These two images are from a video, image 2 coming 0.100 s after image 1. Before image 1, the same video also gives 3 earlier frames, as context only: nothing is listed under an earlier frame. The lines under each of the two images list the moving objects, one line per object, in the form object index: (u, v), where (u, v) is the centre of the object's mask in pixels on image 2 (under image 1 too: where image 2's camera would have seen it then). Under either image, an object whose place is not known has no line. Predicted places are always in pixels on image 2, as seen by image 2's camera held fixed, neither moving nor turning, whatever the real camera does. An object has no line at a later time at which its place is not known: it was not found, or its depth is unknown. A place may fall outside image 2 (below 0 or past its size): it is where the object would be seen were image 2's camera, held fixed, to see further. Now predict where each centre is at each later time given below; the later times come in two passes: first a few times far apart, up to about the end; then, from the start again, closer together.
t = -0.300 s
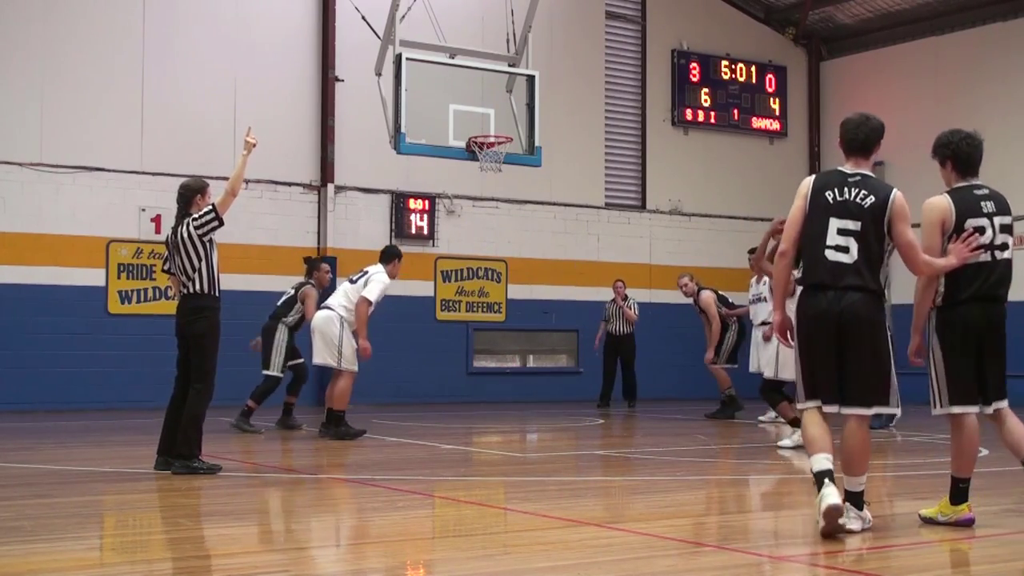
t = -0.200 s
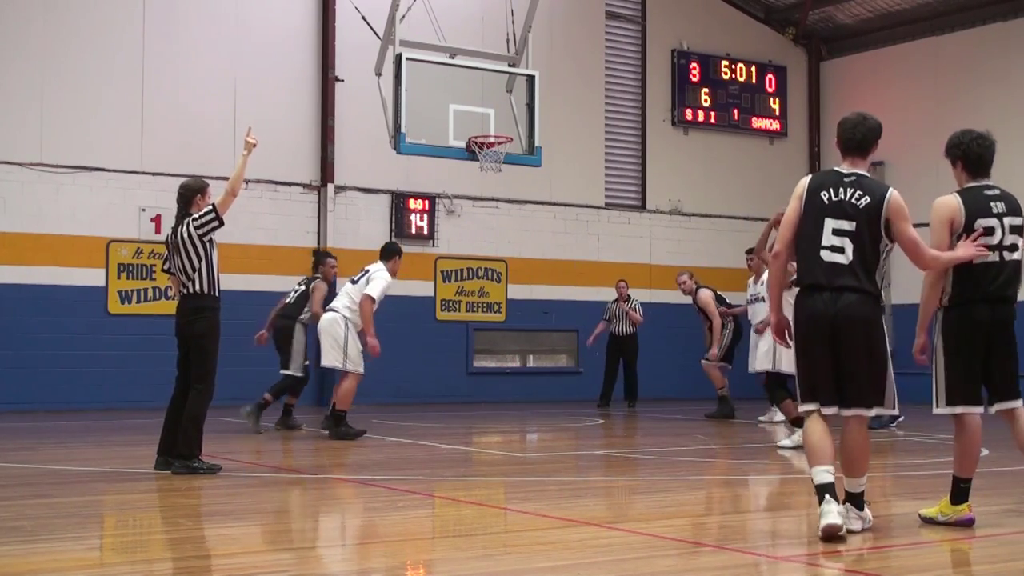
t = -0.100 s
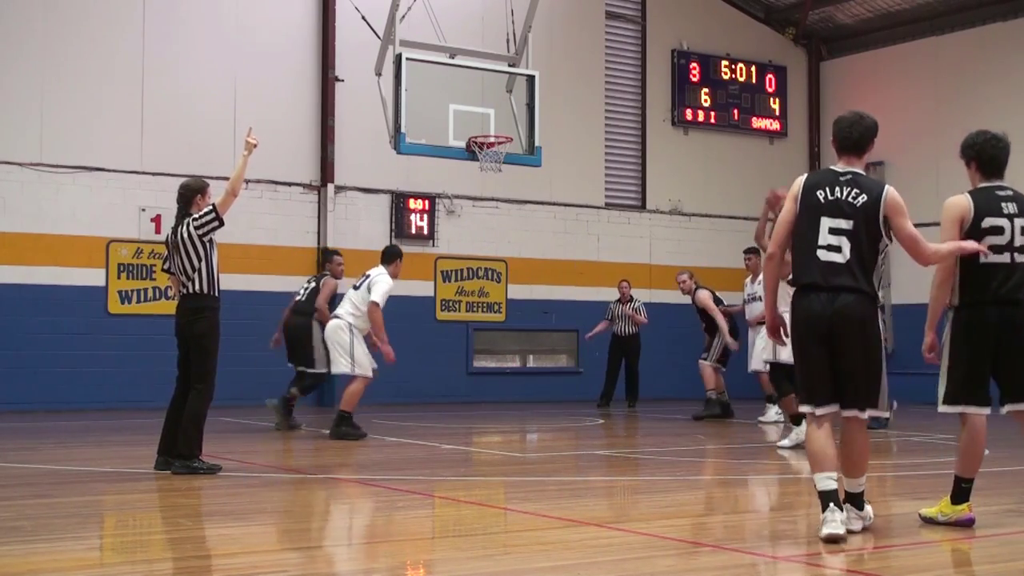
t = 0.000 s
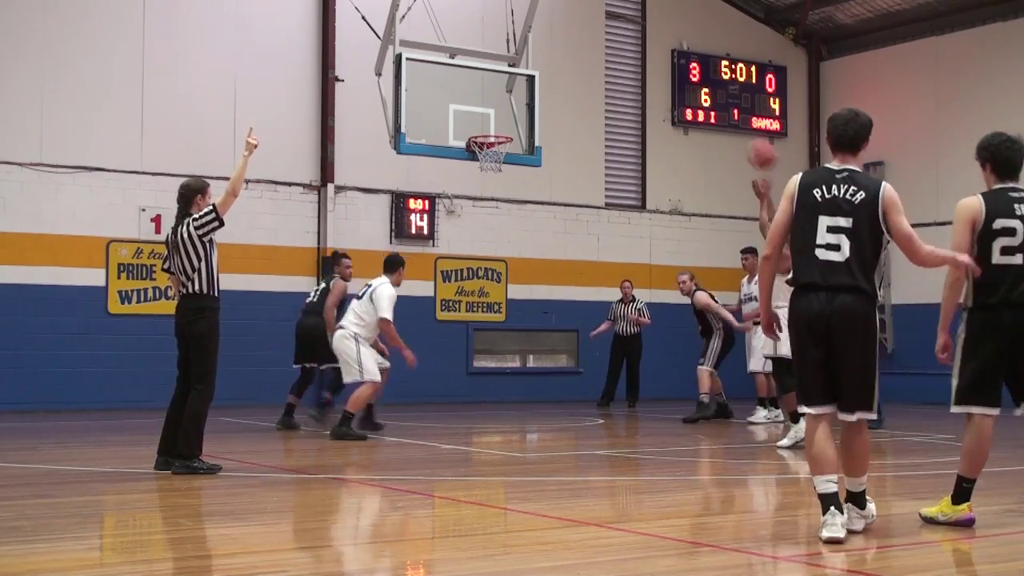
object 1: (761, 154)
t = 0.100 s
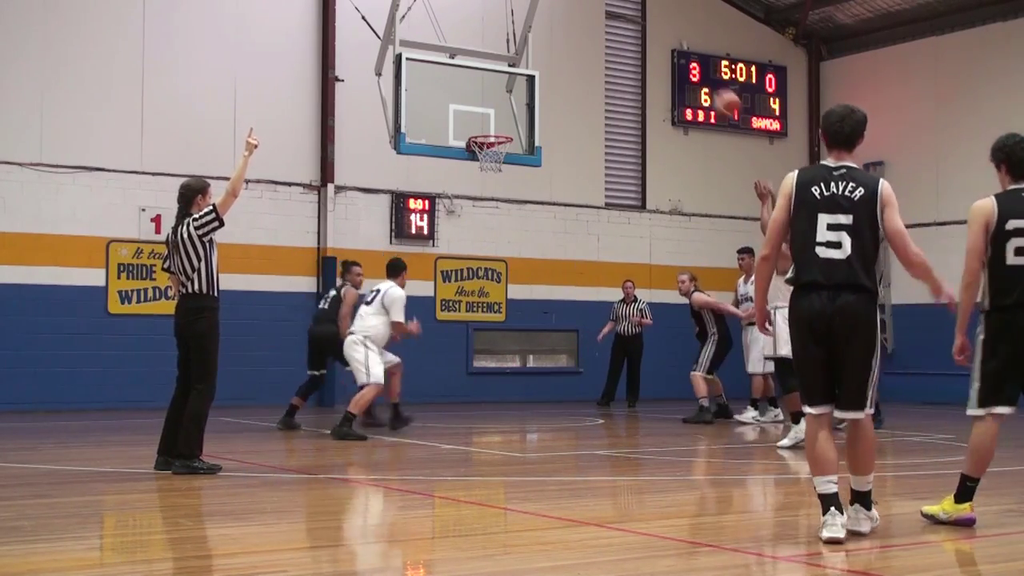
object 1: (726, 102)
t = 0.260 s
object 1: (676, 52)
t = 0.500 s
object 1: (607, 27)
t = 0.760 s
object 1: (542, 63)
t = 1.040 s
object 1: (485, 153)
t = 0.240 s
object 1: (681, 55)
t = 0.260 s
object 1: (676, 52)
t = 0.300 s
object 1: (664, 43)
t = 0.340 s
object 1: (651, 37)
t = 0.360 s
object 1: (646, 34)
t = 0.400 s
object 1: (635, 30)
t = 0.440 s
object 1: (624, 27)
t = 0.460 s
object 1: (618, 27)
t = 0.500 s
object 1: (607, 27)
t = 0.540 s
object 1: (596, 29)
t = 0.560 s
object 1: (592, 30)
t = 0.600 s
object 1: (581, 34)
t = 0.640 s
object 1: (571, 40)
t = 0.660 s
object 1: (566, 43)
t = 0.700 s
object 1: (556, 50)
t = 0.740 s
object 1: (546, 59)
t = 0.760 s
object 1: (542, 63)
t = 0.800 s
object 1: (534, 74)
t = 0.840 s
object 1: (523, 86)
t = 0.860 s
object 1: (519, 92)
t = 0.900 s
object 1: (510, 106)
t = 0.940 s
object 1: (501, 121)
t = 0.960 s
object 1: (497, 127)
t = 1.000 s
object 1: (490, 144)
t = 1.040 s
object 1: (485, 153)
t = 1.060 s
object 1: (484, 155)
